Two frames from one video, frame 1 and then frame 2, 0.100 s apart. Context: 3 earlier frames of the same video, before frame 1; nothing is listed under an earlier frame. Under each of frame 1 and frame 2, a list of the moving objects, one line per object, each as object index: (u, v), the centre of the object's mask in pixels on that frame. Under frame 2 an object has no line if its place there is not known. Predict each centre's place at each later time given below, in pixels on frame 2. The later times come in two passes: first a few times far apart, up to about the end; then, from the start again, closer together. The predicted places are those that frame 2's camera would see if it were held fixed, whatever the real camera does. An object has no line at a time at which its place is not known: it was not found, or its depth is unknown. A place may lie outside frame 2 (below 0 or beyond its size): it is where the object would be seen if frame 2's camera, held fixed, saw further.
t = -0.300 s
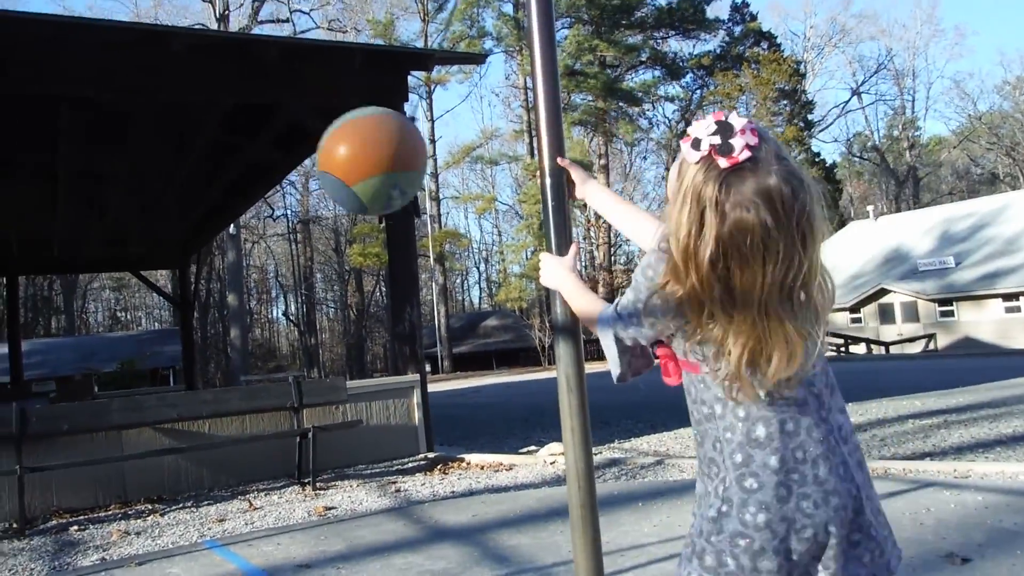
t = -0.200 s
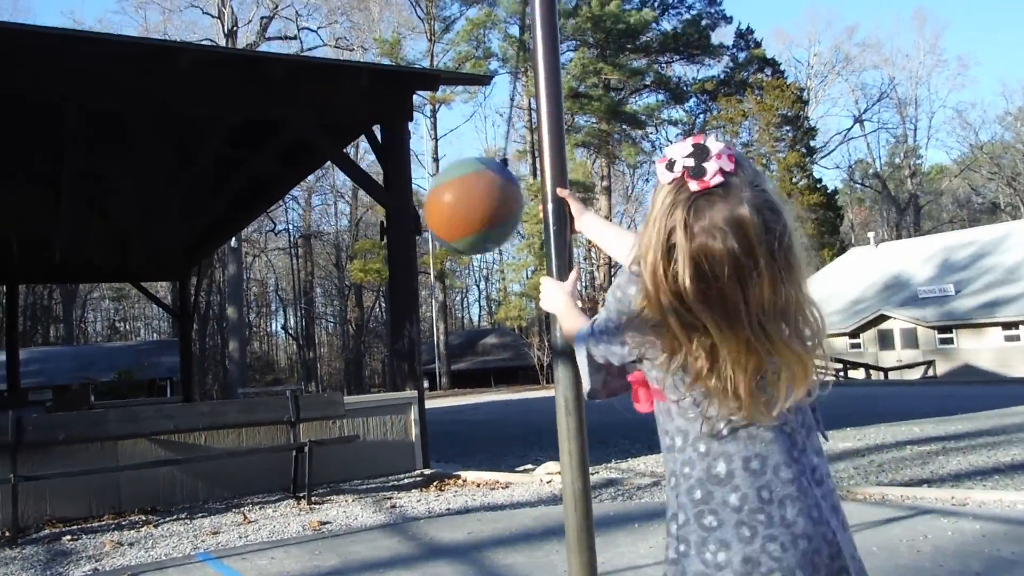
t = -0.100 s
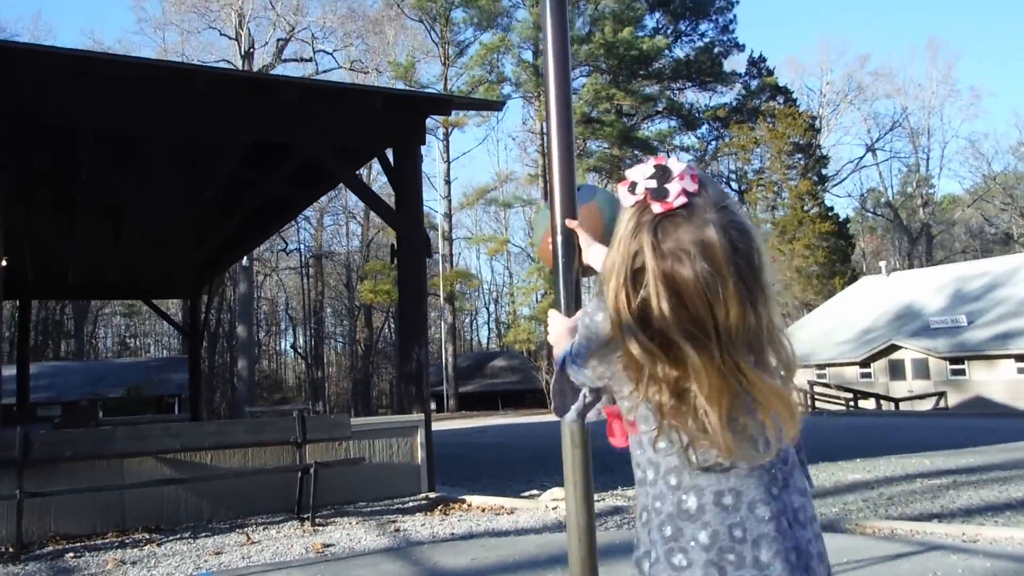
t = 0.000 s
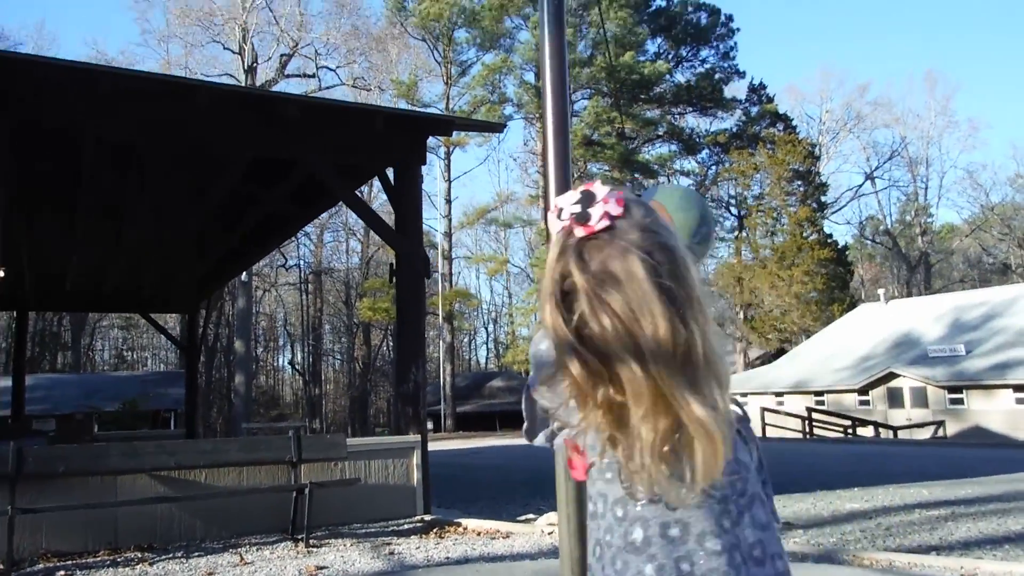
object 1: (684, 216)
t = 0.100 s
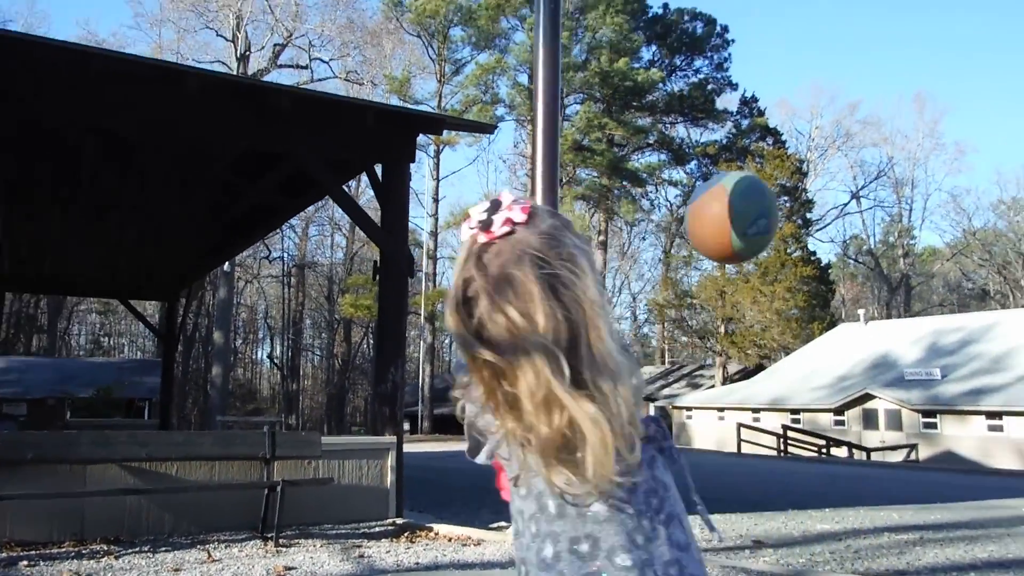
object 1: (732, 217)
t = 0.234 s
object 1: (816, 178)
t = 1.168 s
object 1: (163, 124)
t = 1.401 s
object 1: (162, 147)
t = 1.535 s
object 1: (223, 187)
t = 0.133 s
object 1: (758, 211)
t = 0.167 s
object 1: (780, 202)
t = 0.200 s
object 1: (799, 188)
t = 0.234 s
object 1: (816, 178)
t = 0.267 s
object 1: (832, 173)
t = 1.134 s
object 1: (182, 127)
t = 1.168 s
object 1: (163, 124)
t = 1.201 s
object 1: (150, 123)
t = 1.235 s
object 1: (142, 122)
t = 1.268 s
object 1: (139, 125)
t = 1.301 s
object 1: (140, 129)
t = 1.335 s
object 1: (144, 133)
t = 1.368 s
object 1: (152, 139)
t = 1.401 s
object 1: (162, 147)
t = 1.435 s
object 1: (175, 155)
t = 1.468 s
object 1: (189, 165)
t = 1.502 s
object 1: (205, 176)
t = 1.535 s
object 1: (223, 187)
